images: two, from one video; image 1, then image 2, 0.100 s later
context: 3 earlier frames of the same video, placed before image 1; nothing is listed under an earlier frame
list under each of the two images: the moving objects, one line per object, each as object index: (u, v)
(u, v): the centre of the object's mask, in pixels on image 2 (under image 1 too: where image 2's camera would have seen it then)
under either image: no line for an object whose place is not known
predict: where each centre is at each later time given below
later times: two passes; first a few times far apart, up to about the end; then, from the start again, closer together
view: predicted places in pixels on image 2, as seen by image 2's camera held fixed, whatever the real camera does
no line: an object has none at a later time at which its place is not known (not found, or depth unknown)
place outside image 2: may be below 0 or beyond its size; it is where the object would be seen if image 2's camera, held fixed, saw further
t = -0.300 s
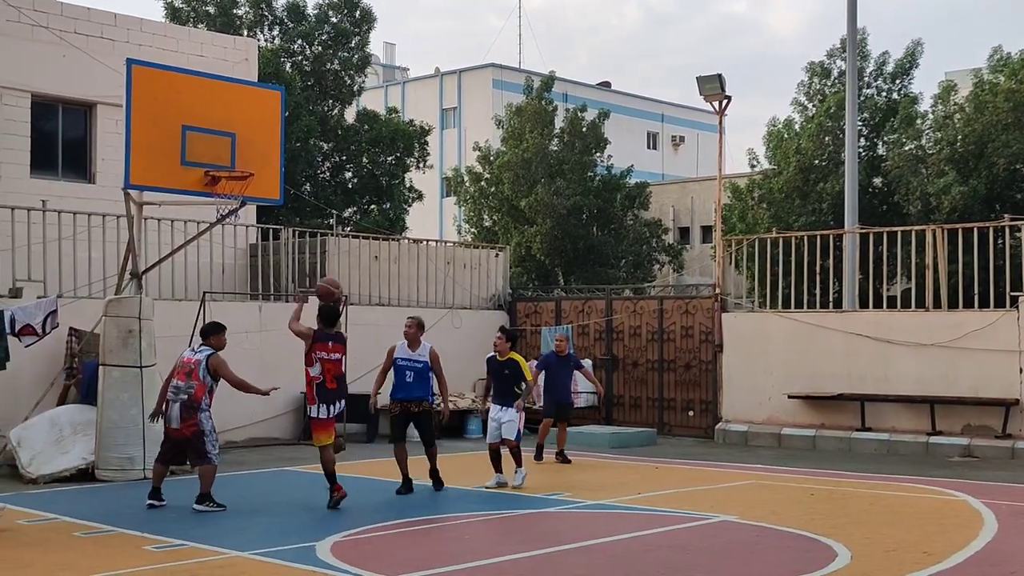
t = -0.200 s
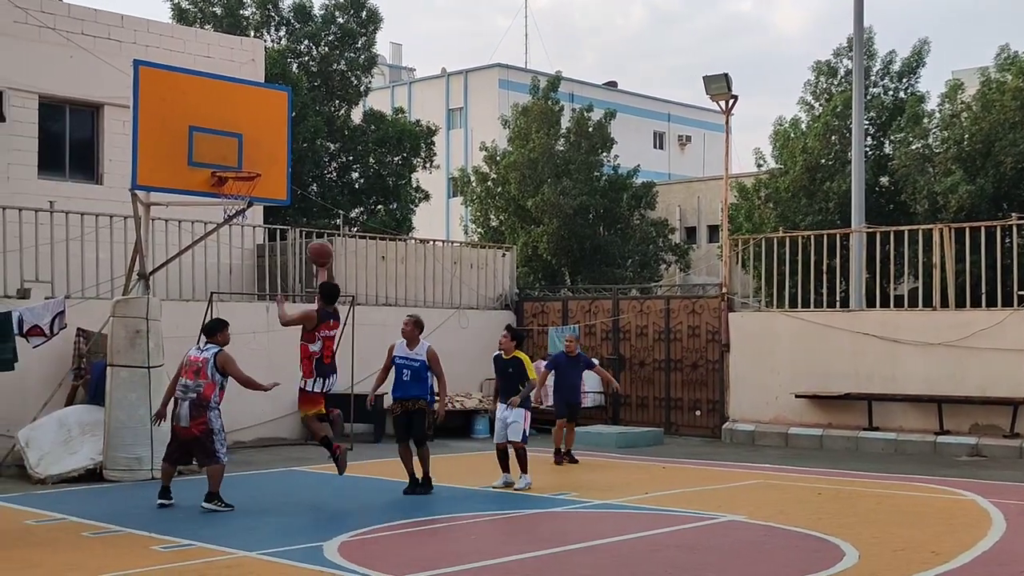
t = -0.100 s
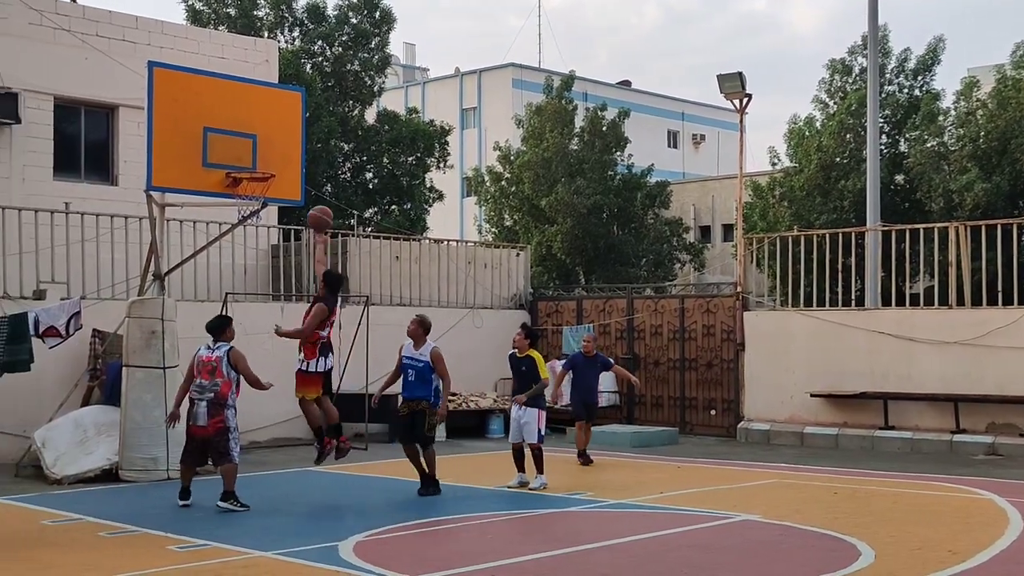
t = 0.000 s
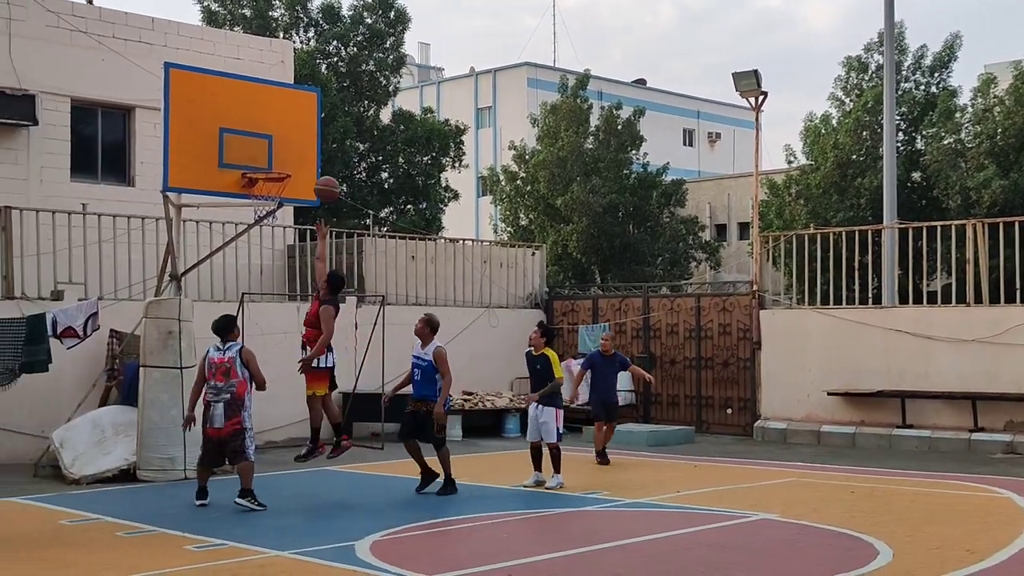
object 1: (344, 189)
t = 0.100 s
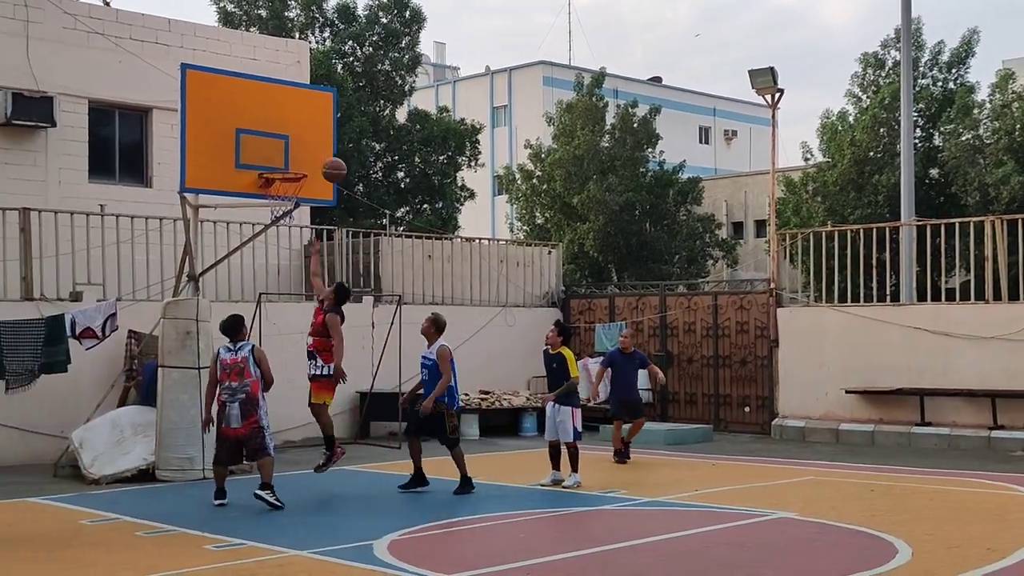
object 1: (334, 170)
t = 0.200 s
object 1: (326, 162)
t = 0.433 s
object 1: (321, 163)
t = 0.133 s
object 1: (331, 166)
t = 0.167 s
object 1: (328, 164)
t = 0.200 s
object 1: (326, 162)
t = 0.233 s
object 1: (323, 162)
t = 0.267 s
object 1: (320, 163)
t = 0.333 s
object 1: (316, 165)
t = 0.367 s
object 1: (318, 164)
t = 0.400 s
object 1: (319, 163)
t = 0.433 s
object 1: (321, 163)
